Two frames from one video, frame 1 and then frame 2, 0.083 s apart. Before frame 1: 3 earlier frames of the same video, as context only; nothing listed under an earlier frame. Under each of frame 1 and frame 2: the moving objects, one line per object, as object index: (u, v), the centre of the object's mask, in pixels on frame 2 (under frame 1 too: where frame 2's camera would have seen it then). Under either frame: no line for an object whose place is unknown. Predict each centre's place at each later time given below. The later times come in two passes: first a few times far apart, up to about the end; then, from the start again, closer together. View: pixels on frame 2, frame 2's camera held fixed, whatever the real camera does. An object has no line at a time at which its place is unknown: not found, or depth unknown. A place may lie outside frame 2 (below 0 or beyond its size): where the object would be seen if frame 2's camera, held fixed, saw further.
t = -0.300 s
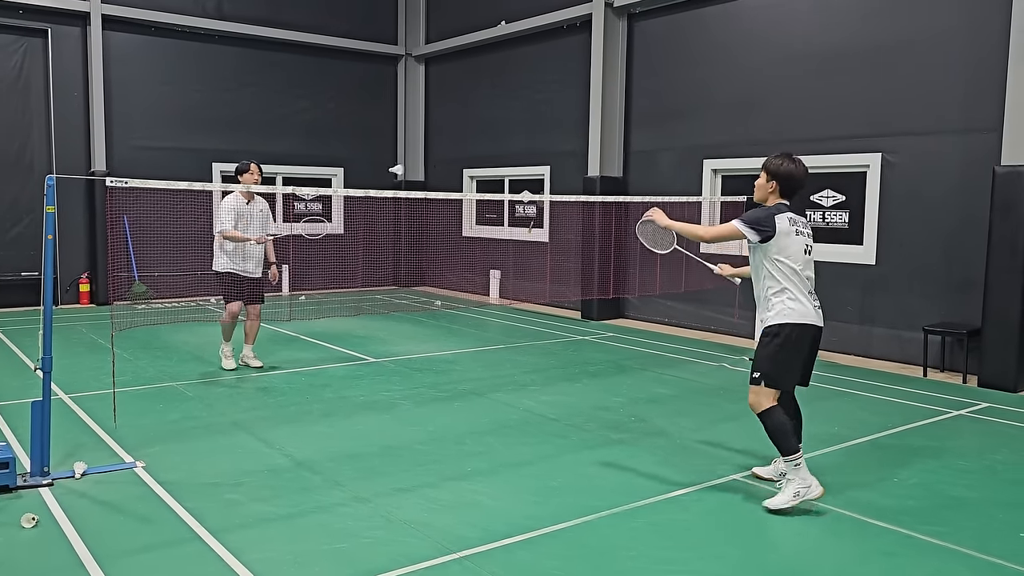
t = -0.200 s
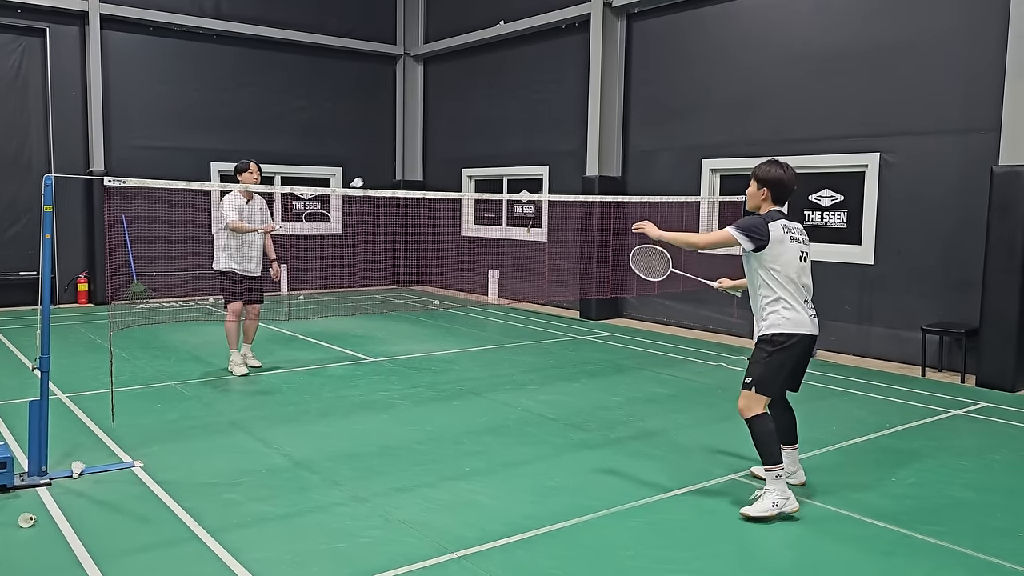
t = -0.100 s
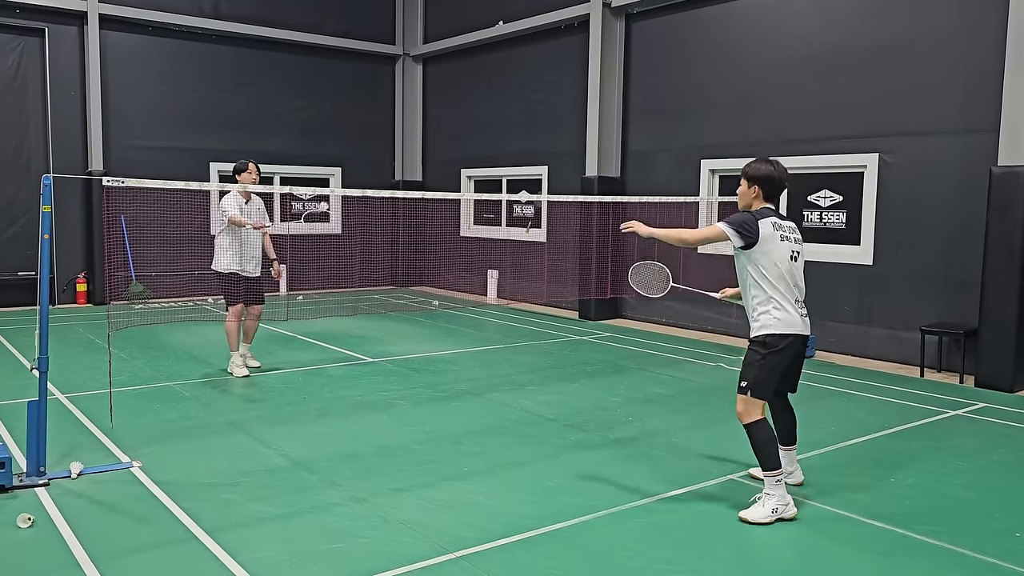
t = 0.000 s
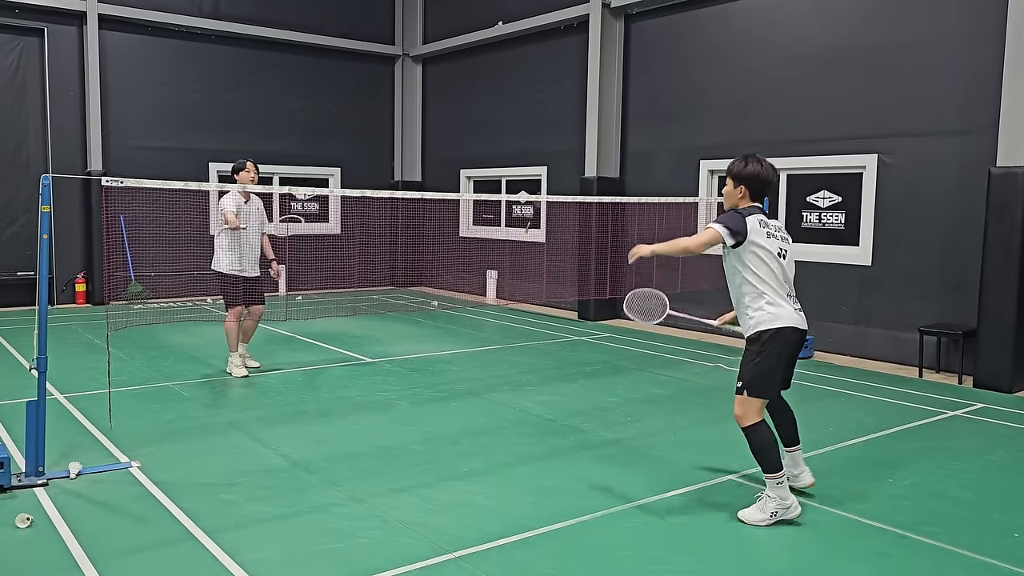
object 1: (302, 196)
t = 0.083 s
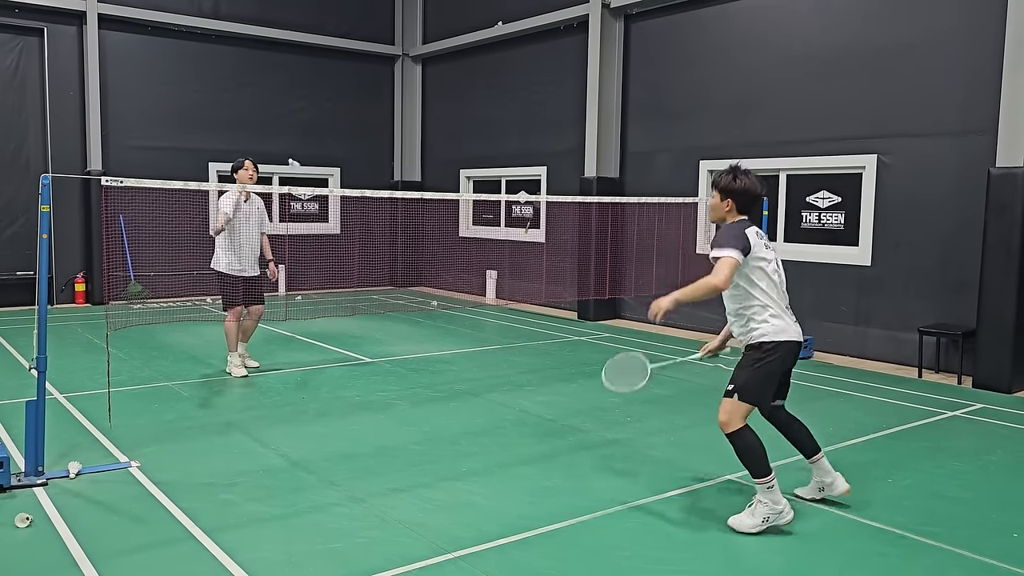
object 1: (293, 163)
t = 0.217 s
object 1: (279, 139)
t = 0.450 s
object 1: (268, 158)
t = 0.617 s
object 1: (260, 246)
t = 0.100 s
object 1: (288, 160)
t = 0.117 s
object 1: (285, 156)
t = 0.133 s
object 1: (284, 152)
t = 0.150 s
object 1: (283, 148)
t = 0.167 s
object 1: (282, 145)
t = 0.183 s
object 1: (281, 142)
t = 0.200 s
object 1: (280, 141)
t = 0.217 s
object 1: (279, 139)
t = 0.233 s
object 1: (278, 138)
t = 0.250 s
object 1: (277, 137)
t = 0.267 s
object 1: (276, 137)
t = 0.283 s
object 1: (276, 137)
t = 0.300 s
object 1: (275, 138)
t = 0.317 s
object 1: (274, 138)
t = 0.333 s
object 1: (273, 138)
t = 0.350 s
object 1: (272, 137)
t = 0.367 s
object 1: (272, 139)
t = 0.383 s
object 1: (271, 141)
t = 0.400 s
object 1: (271, 145)
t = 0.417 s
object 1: (270, 149)
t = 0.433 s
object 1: (269, 154)
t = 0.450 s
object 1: (268, 158)
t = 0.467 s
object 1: (267, 165)
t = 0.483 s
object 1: (266, 172)
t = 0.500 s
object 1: (266, 178)
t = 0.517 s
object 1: (265, 185)
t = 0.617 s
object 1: (260, 246)
